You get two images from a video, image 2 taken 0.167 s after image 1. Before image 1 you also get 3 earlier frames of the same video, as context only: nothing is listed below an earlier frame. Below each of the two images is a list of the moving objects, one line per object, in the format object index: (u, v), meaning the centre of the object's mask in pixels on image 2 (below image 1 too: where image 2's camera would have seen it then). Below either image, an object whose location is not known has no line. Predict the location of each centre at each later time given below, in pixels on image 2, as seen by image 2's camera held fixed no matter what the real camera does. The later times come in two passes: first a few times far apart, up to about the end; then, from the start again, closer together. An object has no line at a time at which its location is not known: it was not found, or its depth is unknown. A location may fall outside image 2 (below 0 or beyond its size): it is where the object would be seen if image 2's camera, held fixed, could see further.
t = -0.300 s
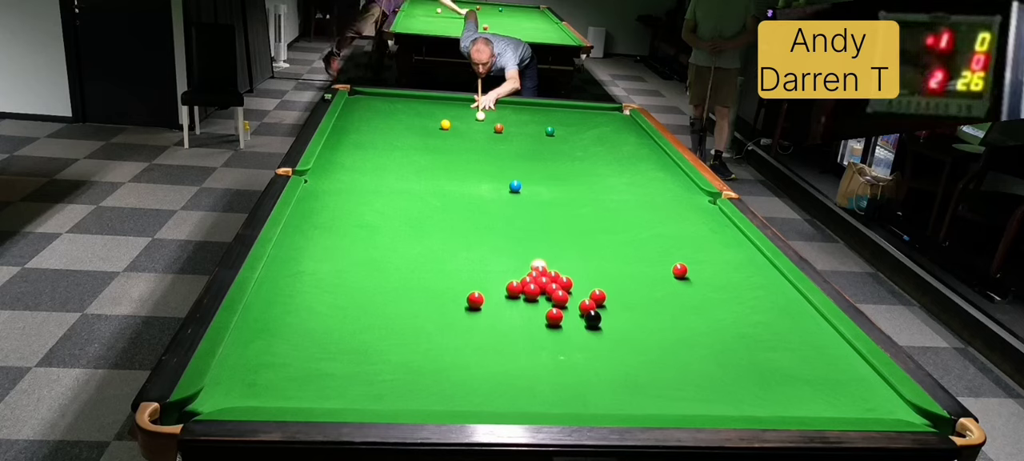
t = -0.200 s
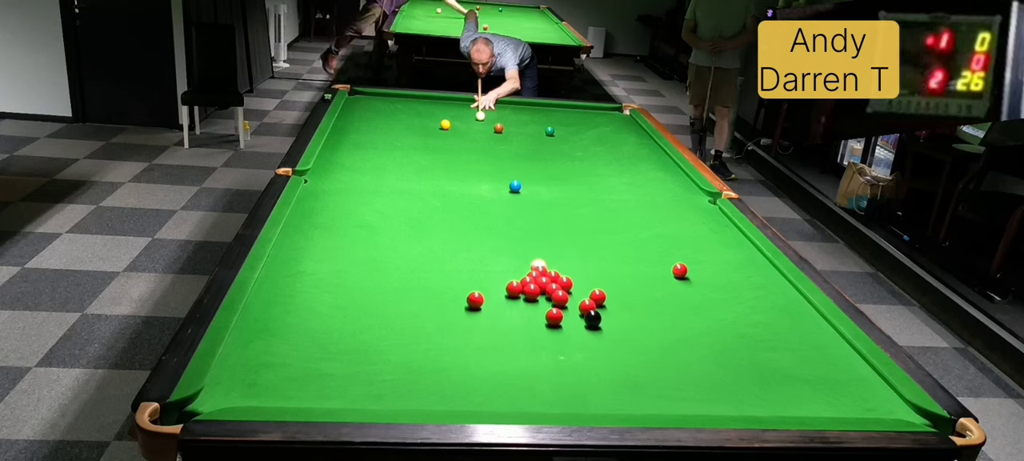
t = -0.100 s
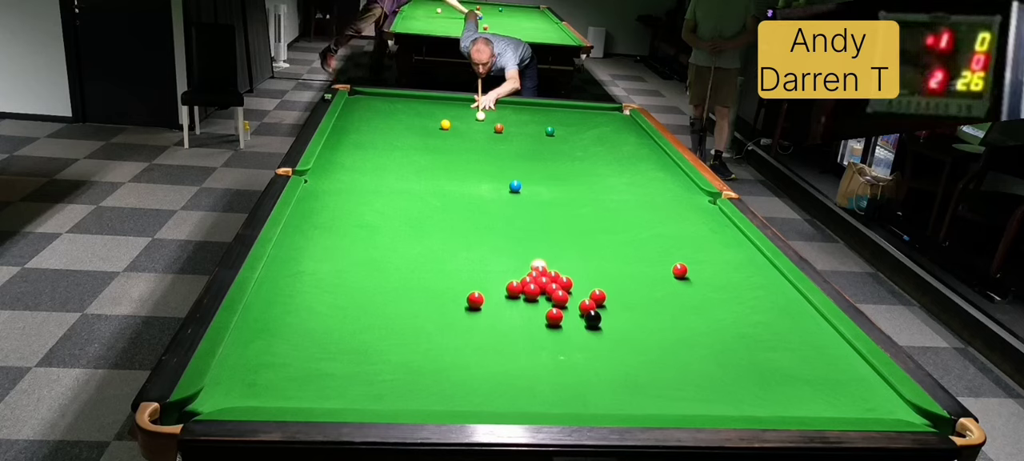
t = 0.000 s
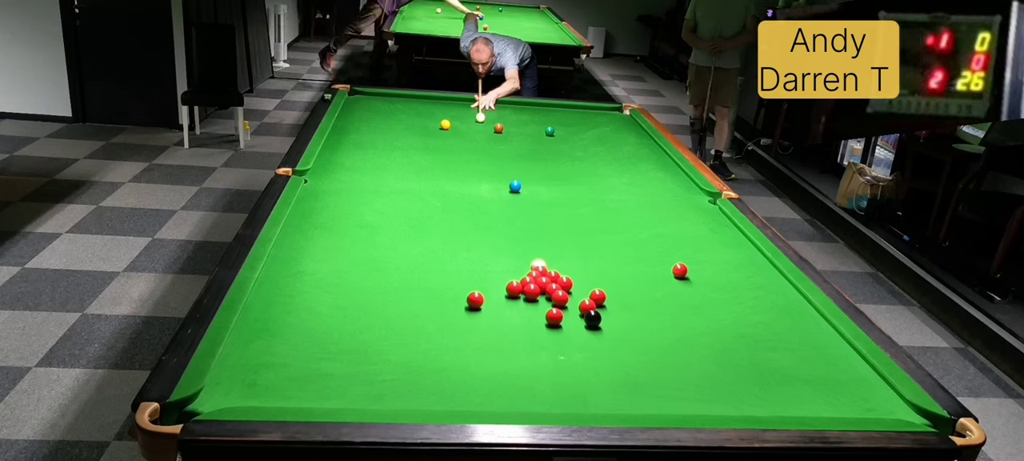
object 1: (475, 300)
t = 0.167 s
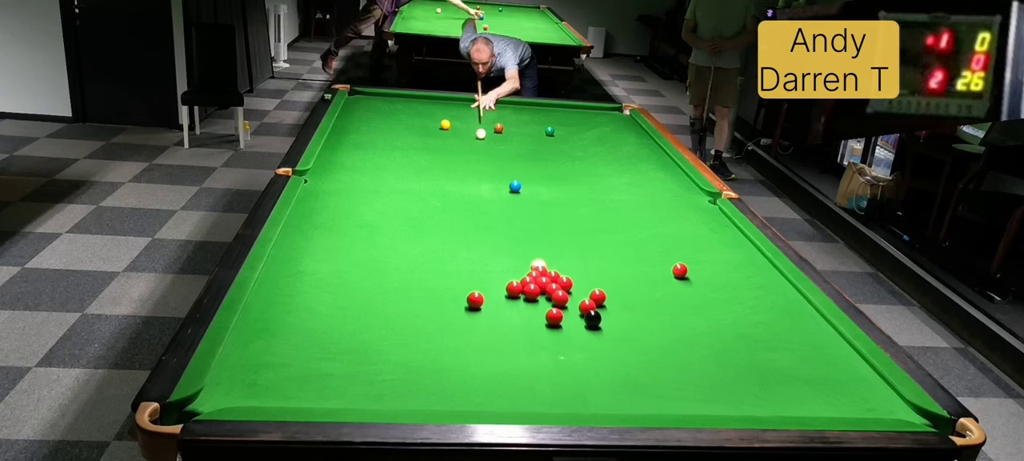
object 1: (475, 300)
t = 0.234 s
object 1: (475, 300)
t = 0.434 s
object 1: (475, 300)
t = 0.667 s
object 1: (475, 300)
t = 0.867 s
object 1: (475, 300)
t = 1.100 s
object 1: (474, 301)
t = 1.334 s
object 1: (408, 342)
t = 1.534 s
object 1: (353, 376)
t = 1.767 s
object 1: (295, 391)
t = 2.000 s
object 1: (261, 364)
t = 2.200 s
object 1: (237, 343)
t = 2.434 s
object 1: (269, 327)
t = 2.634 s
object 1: (292, 314)
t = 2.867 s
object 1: (317, 301)
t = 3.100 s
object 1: (338, 289)
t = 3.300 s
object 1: (354, 280)
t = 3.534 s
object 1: (372, 270)
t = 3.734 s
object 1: (385, 262)
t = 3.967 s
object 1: (399, 254)
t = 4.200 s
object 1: (412, 247)
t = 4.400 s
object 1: (421, 242)
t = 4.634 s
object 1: (431, 236)
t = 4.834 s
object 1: (439, 232)
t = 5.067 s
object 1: (447, 227)
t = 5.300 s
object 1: (454, 223)
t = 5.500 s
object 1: (460, 220)
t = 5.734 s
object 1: (465, 216)
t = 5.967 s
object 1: (470, 214)
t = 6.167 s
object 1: (474, 211)
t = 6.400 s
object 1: (477, 209)
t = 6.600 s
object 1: (480, 208)
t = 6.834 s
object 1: (483, 206)
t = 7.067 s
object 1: (486, 205)
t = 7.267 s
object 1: (487, 204)
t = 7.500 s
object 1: (489, 204)
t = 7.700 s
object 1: (490, 203)
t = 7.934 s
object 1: (490, 203)
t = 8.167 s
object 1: (490, 203)
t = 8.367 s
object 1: (490, 203)
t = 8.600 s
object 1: (490, 203)
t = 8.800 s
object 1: (490, 203)
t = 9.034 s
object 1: (490, 203)
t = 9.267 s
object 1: (490, 203)
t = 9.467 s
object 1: (490, 203)
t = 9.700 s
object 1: (490, 203)
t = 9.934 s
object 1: (490, 203)
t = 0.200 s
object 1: (475, 300)
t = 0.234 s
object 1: (475, 300)
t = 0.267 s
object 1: (475, 300)
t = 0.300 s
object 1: (475, 300)
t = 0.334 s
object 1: (475, 300)
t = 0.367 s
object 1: (475, 300)
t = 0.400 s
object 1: (475, 300)
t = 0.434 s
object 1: (475, 300)
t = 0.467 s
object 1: (475, 300)
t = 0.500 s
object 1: (475, 300)
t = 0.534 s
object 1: (475, 300)
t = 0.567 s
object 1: (475, 300)
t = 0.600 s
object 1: (475, 300)
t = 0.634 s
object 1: (475, 300)
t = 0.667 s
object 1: (475, 300)
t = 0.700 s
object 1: (475, 300)
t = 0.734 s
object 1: (475, 300)
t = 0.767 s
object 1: (475, 300)
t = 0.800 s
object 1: (475, 300)
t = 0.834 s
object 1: (475, 300)
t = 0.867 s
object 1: (475, 300)
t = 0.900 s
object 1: (475, 300)
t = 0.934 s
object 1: (475, 300)
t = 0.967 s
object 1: (475, 300)
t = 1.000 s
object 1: (475, 300)
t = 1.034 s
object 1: (475, 300)
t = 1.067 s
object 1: (475, 300)
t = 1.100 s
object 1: (474, 301)
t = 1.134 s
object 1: (465, 306)
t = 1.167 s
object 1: (455, 312)
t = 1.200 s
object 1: (445, 318)
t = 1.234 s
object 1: (435, 325)
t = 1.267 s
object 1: (426, 330)
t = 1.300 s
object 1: (417, 336)
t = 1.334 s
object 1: (408, 342)
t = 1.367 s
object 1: (399, 347)
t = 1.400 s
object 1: (391, 353)
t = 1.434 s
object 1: (381, 358)
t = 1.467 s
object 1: (373, 364)
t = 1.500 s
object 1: (363, 370)
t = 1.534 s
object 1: (353, 376)
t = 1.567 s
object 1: (344, 382)
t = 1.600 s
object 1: (333, 389)
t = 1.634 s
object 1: (323, 395)
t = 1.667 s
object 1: (313, 399)
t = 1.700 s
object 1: (305, 399)
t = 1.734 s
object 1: (300, 396)
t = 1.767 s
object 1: (295, 391)
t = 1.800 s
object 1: (291, 386)
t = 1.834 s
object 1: (286, 382)
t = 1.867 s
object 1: (281, 378)
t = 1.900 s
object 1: (276, 374)
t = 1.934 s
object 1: (271, 371)
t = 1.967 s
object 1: (266, 367)
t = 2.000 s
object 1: (261, 364)
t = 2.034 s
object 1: (257, 360)
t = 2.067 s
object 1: (253, 357)
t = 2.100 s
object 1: (248, 353)
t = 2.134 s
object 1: (244, 350)
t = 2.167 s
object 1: (240, 347)
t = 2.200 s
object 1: (237, 343)
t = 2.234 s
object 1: (243, 341)
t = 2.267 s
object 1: (247, 339)
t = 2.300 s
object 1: (252, 336)
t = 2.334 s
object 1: (256, 334)
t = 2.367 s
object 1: (261, 331)
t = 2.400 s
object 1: (265, 329)
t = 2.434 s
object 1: (269, 327)
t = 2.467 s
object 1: (273, 325)
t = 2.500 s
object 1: (277, 322)
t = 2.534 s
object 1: (281, 320)
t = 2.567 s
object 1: (285, 318)
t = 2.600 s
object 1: (289, 316)
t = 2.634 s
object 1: (292, 314)
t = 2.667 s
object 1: (296, 312)
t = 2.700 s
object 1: (300, 310)
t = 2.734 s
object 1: (303, 308)
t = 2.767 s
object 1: (306, 306)
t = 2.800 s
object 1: (310, 304)
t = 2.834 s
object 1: (313, 303)
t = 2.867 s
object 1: (317, 301)
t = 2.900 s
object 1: (320, 299)
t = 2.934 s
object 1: (323, 297)
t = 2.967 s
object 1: (326, 296)
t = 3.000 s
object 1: (329, 294)
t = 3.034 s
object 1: (332, 292)
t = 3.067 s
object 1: (335, 290)
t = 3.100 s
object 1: (338, 289)
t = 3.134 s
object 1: (341, 287)
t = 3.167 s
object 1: (344, 286)
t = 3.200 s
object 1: (346, 284)
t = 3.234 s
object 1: (349, 283)
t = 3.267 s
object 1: (352, 281)
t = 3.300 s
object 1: (354, 280)
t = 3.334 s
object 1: (357, 278)
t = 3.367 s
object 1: (360, 277)
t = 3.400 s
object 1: (362, 275)
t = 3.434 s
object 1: (365, 274)
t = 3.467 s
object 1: (367, 272)
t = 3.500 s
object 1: (369, 271)
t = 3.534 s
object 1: (372, 270)
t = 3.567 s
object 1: (374, 268)
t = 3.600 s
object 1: (376, 267)
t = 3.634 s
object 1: (378, 266)
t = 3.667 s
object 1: (381, 265)
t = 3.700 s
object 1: (383, 263)
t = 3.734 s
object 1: (385, 262)
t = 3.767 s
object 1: (387, 261)
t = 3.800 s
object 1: (389, 260)
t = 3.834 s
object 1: (391, 259)
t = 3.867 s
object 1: (393, 257)
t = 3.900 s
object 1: (395, 256)
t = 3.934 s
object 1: (397, 255)
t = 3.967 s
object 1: (399, 254)
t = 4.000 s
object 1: (401, 253)
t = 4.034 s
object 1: (403, 252)
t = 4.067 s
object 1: (405, 251)
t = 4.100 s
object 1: (407, 250)
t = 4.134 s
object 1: (408, 249)
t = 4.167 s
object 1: (410, 248)
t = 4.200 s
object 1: (412, 247)
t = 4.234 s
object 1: (413, 246)
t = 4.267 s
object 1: (415, 245)
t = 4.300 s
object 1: (417, 245)
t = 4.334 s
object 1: (418, 244)
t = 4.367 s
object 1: (420, 243)
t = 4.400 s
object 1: (421, 242)
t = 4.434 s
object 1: (423, 241)
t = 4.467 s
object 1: (424, 240)
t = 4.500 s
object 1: (426, 239)
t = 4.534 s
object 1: (427, 239)
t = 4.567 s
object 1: (429, 238)
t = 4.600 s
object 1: (430, 237)
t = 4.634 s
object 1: (431, 236)
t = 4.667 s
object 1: (433, 235)
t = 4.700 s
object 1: (434, 235)
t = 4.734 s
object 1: (435, 234)
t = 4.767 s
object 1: (437, 233)
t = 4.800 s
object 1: (438, 232)
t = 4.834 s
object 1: (439, 232)
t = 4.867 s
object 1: (440, 231)
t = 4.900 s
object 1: (441, 230)
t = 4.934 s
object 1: (442, 230)
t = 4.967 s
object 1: (444, 229)
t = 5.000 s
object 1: (445, 228)
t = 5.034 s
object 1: (446, 228)
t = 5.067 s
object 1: (447, 227)
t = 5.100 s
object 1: (448, 226)
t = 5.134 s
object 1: (449, 226)
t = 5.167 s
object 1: (450, 225)
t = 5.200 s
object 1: (451, 225)
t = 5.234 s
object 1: (452, 224)
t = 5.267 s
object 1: (453, 224)
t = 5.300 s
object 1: (454, 223)
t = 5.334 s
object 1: (455, 222)
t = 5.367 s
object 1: (456, 222)
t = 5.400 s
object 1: (457, 221)
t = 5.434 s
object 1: (458, 221)
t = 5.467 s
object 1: (459, 220)
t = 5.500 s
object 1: (460, 220)
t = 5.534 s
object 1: (461, 219)
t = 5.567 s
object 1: (461, 219)
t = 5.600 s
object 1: (462, 218)
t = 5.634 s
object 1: (463, 218)
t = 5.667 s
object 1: (464, 217)
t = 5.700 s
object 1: (465, 217)
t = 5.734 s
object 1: (465, 216)
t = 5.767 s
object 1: (466, 216)
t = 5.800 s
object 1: (467, 215)
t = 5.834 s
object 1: (468, 215)
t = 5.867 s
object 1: (468, 215)
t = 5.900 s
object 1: (469, 214)
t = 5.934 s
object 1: (470, 214)
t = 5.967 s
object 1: (470, 214)
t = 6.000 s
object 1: (471, 213)
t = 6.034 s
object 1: (472, 213)
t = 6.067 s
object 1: (472, 212)
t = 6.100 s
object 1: (473, 212)
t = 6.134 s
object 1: (473, 212)
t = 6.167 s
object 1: (474, 211)
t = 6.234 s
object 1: (475, 211)
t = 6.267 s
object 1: (475, 211)
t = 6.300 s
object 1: (475, 210)
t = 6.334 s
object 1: (476, 210)
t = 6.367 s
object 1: (477, 210)
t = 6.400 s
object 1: (477, 209)
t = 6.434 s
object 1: (478, 209)
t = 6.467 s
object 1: (478, 209)
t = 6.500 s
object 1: (479, 209)
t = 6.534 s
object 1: (479, 208)
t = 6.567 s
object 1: (480, 208)
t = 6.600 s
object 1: (480, 208)
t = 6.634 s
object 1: (481, 208)
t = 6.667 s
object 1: (481, 207)
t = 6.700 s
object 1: (482, 207)
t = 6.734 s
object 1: (482, 207)
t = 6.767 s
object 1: (482, 207)
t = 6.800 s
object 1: (483, 206)
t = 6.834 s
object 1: (483, 206)
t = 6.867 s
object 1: (483, 206)
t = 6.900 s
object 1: (484, 206)
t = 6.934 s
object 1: (484, 206)
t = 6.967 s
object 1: (484, 206)
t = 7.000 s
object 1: (485, 206)
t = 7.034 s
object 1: (485, 205)
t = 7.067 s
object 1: (486, 205)
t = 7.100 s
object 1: (486, 205)
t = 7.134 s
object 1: (486, 205)
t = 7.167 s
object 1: (486, 205)
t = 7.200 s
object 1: (487, 205)
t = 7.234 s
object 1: (487, 204)
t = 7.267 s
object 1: (487, 204)
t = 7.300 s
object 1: (487, 204)
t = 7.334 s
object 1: (488, 204)
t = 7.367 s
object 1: (488, 204)
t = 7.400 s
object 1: (488, 204)
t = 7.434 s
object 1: (488, 204)
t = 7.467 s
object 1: (488, 203)
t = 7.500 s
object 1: (489, 204)
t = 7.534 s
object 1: (489, 204)
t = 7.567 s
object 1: (489, 203)
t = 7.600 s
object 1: (489, 203)
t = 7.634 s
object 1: (490, 203)
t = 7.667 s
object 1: (490, 203)
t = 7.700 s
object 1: (490, 203)
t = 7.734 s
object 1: (490, 203)
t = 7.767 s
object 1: (490, 203)
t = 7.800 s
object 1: (490, 203)
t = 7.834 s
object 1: (490, 203)
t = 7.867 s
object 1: (490, 203)
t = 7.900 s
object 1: (490, 203)
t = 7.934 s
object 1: (490, 203)
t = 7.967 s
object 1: (490, 203)
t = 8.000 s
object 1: (490, 203)
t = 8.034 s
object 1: (490, 203)
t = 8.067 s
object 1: (490, 203)
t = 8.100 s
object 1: (490, 203)
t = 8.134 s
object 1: (490, 203)
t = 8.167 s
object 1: (490, 203)
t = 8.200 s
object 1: (490, 203)
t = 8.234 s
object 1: (490, 203)
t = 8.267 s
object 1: (490, 203)
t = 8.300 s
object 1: (490, 203)
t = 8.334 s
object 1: (490, 203)
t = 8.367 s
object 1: (490, 203)
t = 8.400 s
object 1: (490, 203)
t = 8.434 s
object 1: (490, 203)
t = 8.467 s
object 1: (490, 203)
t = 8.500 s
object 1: (490, 203)
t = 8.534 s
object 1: (490, 203)
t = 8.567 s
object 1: (490, 203)
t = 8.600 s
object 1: (490, 203)
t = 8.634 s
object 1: (490, 203)
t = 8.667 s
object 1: (490, 203)
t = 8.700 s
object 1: (490, 203)
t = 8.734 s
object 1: (490, 203)
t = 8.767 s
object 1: (490, 203)
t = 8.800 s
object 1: (490, 203)
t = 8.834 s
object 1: (490, 203)
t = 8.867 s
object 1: (490, 203)
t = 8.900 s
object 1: (490, 203)
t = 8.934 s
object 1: (490, 203)
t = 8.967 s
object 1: (490, 203)
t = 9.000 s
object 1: (490, 203)
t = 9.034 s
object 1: (490, 203)
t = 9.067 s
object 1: (490, 203)
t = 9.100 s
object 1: (490, 203)
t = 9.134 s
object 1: (490, 203)
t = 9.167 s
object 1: (490, 203)
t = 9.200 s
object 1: (490, 203)
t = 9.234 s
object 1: (490, 203)
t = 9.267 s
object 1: (490, 203)
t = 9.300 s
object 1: (490, 203)
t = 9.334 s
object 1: (490, 203)
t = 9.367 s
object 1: (490, 203)
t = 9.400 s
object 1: (490, 203)
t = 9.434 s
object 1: (490, 203)
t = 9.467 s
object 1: (490, 203)
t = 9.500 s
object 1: (490, 203)
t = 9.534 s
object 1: (490, 203)
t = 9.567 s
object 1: (490, 203)
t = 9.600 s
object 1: (490, 203)
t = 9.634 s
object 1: (490, 203)
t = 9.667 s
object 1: (490, 203)
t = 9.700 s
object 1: (490, 203)
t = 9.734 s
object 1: (490, 203)
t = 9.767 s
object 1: (490, 203)
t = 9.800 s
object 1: (490, 203)
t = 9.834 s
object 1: (490, 203)
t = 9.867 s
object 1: (490, 203)
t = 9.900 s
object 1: (490, 203)
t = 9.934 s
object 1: (490, 203)
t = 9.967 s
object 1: (490, 203)
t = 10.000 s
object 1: (490, 203)
